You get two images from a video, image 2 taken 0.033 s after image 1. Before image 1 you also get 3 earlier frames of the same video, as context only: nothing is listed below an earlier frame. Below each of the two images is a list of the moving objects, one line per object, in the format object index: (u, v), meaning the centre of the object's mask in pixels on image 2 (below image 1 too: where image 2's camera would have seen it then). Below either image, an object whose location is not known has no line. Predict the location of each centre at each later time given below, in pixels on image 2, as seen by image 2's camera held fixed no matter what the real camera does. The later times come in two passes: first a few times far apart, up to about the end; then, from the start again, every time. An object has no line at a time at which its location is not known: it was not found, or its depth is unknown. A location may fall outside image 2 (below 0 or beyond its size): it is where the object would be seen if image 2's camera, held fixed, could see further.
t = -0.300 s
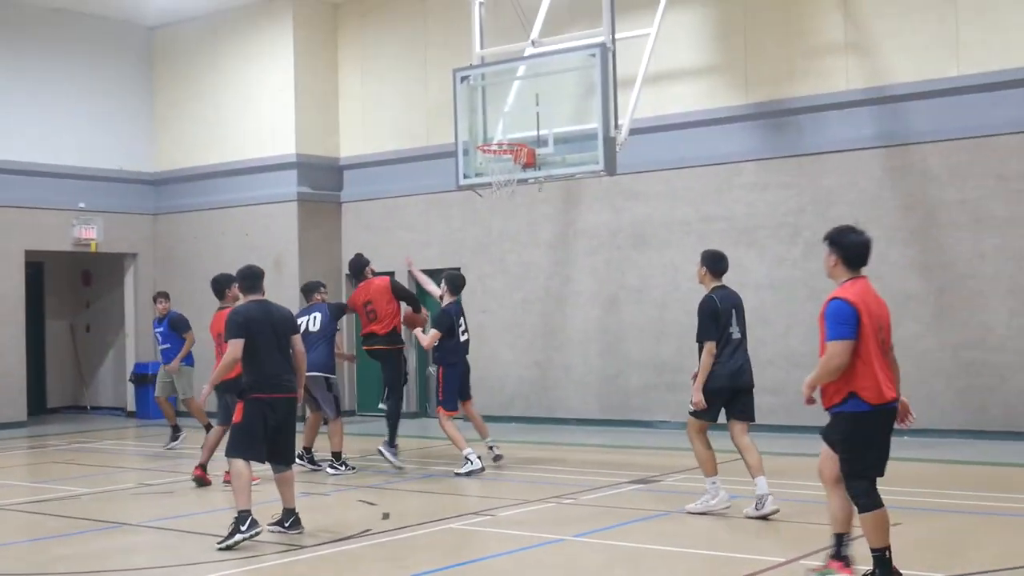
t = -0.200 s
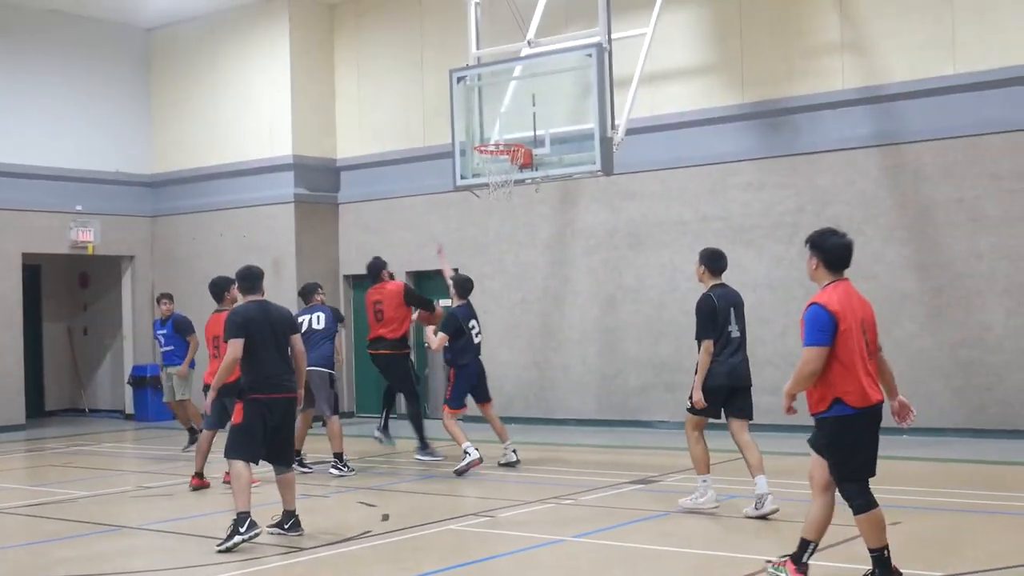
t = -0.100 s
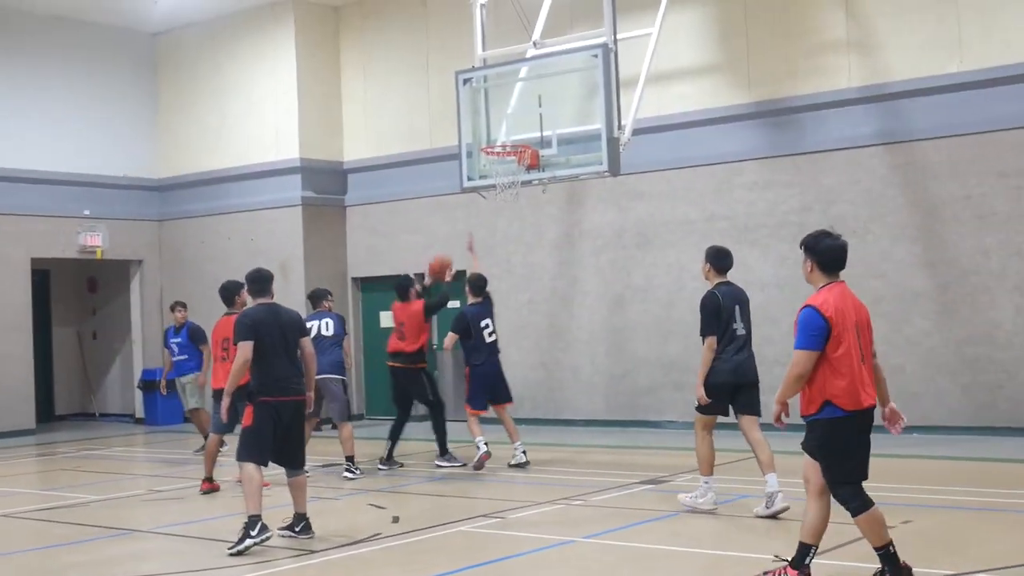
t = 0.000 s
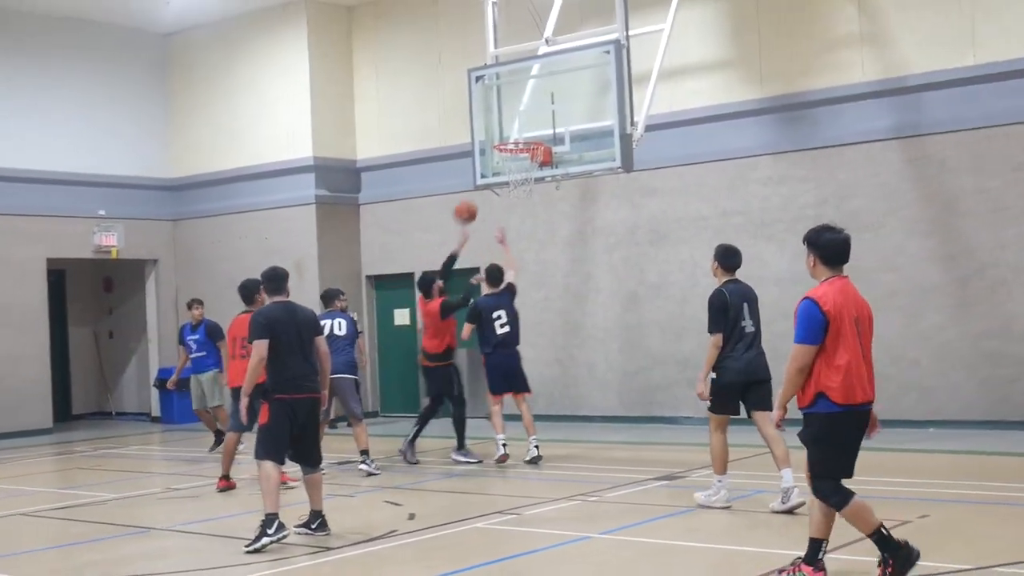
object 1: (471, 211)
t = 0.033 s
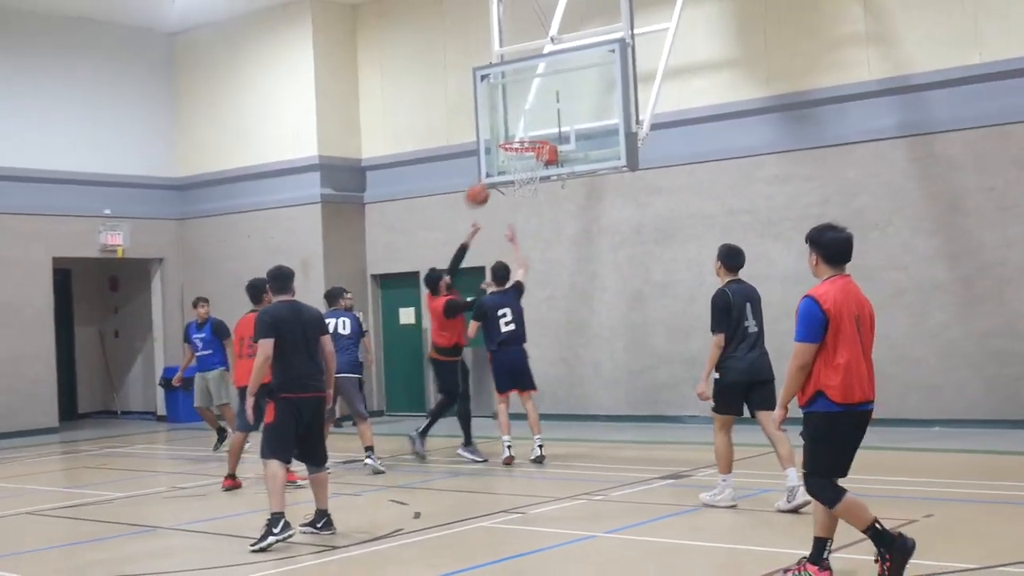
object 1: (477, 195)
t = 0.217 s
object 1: (518, 125)
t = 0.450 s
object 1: (530, 116)
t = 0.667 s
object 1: (525, 121)
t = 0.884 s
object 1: (510, 131)
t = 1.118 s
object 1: (524, 132)
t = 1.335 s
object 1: (536, 133)
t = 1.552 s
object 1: (521, 168)
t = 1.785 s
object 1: (508, 218)
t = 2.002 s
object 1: (499, 310)
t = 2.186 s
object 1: (493, 429)
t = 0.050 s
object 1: (481, 188)
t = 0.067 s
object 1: (483, 180)
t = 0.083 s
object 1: (487, 174)
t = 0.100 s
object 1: (491, 165)
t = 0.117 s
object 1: (495, 160)
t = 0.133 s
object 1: (496, 154)
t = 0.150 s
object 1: (498, 147)
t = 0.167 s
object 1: (504, 138)
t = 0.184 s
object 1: (509, 134)
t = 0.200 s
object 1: (514, 130)
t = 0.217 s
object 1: (518, 125)
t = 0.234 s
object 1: (519, 122)
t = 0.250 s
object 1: (519, 121)
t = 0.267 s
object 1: (520, 119)
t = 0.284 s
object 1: (521, 118)
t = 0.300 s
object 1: (522, 116)
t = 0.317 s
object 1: (522, 115)
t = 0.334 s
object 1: (523, 114)
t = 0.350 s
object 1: (524, 114)
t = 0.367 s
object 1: (525, 113)
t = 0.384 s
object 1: (526, 113)
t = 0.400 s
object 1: (527, 113)
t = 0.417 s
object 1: (528, 114)
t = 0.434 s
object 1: (529, 115)
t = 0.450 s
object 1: (530, 116)
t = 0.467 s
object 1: (531, 117)
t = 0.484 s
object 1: (532, 119)
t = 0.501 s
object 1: (533, 120)
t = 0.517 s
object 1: (533, 123)
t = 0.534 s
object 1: (534, 125)
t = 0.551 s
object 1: (535, 128)
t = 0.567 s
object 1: (535, 128)
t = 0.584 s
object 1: (533, 126)
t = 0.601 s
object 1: (531, 125)
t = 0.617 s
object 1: (530, 124)
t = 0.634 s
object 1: (528, 122)
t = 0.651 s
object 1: (527, 122)
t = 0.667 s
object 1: (525, 121)
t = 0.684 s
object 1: (523, 121)
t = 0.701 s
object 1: (522, 121)
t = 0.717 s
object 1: (521, 121)
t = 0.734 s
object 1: (519, 121)
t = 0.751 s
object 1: (518, 122)
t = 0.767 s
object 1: (516, 124)
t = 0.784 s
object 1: (515, 126)
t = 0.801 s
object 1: (513, 127)
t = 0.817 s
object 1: (512, 128)
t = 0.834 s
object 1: (510, 130)
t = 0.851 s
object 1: (509, 132)
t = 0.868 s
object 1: (509, 132)
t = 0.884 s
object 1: (510, 131)
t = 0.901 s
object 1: (511, 130)
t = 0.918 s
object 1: (511, 129)
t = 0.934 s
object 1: (513, 128)
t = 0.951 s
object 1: (513, 127)
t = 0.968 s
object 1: (514, 127)
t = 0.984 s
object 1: (515, 126)
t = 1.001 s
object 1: (517, 126)
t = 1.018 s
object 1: (518, 127)
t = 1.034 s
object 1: (519, 127)
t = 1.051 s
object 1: (520, 128)
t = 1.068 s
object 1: (521, 129)
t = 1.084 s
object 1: (522, 130)
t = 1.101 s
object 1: (523, 131)
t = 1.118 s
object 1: (524, 132)
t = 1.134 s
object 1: (525, 132)
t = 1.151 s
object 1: (526, 131)
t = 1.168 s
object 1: (527, 131)
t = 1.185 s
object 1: (527, 130)
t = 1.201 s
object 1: (528, 130)
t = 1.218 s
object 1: (529, 130)
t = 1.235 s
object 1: (530, 130)
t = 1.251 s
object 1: (531, 130)
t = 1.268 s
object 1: (532, 130)
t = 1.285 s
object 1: (533, 131)
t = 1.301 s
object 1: (534, 131)
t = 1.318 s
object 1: (535, 132)
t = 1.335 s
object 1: (536, 133)
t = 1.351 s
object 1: (537, 134)
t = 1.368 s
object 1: (537, 135)
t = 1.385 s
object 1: (533, 142)
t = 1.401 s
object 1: (531, 144)
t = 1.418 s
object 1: (532, 146)
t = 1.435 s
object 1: (531, 149)
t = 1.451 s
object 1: (531, 152)
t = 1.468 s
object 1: (529, 153)
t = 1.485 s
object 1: (527, 156)
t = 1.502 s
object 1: (527, 158)
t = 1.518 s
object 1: (524, 162)
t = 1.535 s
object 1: (522, 166)
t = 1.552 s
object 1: (521, 168)
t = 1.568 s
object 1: (520, 173)
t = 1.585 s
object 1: (518, 175)
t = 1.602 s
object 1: (517, 177)
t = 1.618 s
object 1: (516, 179)
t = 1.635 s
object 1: (515, 182)
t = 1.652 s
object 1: (514, 186)
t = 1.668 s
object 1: (513, 189)
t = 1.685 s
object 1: (512, 191)
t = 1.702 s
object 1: (512, 194)
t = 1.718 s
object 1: (511, 199)
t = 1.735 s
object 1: (510, 203)
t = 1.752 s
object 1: (509, 208)
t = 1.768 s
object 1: (509, 213)
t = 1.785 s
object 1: (508, 218)
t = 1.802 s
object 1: (507, 223)
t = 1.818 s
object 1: (507, 229)
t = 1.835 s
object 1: (506, 235)
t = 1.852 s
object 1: (505, 241)
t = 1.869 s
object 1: (504, 248)
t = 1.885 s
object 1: (504, 254)
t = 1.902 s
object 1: (504, 261)
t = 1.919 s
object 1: (503, 269)
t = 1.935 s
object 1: (503, 277)
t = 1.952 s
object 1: (502, 285)
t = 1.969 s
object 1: (501, 293)
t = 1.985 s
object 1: (500, 302)
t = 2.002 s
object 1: (499, 310)
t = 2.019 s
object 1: (498, 320)
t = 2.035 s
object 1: (498, 329)
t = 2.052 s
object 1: (497, 338)
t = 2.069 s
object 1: (497, 348)
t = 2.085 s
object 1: (496, 359)
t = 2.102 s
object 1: (496, 370)
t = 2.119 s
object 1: (495, 381)
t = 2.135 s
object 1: (495, 393)
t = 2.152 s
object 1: (495, 404)
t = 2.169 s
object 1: (494, 416)
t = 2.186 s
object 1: (493, 429)
